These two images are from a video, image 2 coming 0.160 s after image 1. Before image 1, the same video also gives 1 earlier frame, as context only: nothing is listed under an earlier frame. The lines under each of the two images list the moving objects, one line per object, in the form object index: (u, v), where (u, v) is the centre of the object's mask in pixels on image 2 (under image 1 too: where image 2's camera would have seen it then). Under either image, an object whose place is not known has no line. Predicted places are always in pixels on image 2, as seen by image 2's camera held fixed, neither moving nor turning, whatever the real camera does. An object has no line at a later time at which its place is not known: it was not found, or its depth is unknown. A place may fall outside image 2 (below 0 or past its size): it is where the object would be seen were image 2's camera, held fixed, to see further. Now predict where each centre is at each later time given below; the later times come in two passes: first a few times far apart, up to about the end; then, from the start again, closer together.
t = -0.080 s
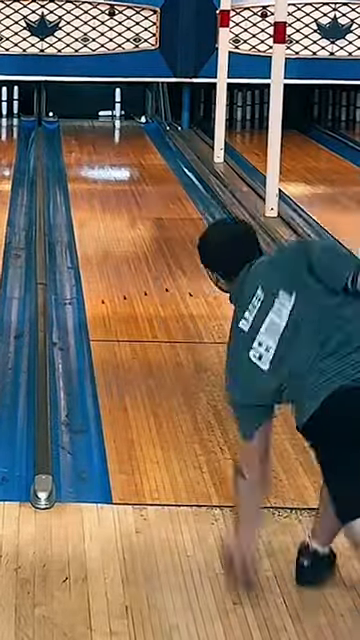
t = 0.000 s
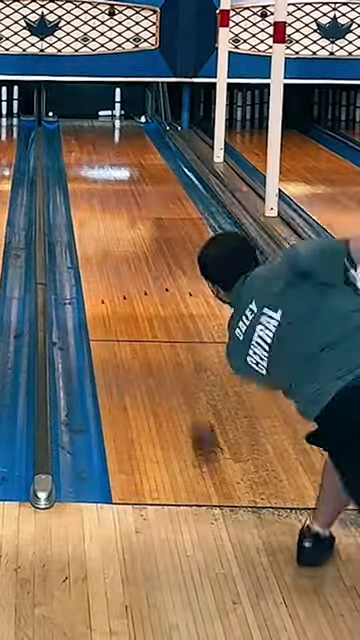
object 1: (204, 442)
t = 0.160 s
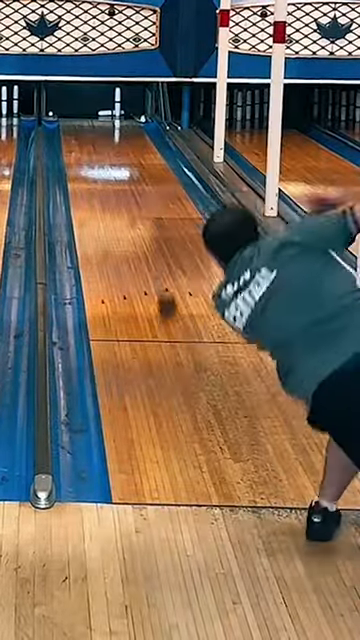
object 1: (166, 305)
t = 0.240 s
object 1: (155, 264)
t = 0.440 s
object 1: (136, 196)
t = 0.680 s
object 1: (122, 148)
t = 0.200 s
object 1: (161, 284)
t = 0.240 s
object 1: (155, 264)
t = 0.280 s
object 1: (150, 246)
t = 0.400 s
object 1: (139, 207)
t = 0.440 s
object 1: (136, 196)
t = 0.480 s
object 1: (134, 185)
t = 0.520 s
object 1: (132, 179)
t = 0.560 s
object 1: (129, 171)
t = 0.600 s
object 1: (127, 165)
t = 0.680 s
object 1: (122, 148)
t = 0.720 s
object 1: (121, 141)
